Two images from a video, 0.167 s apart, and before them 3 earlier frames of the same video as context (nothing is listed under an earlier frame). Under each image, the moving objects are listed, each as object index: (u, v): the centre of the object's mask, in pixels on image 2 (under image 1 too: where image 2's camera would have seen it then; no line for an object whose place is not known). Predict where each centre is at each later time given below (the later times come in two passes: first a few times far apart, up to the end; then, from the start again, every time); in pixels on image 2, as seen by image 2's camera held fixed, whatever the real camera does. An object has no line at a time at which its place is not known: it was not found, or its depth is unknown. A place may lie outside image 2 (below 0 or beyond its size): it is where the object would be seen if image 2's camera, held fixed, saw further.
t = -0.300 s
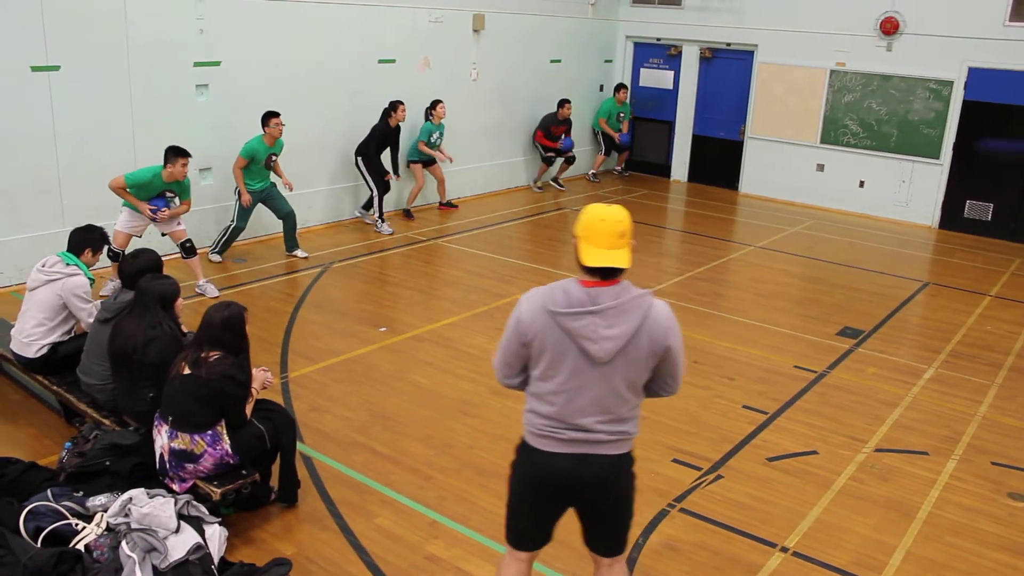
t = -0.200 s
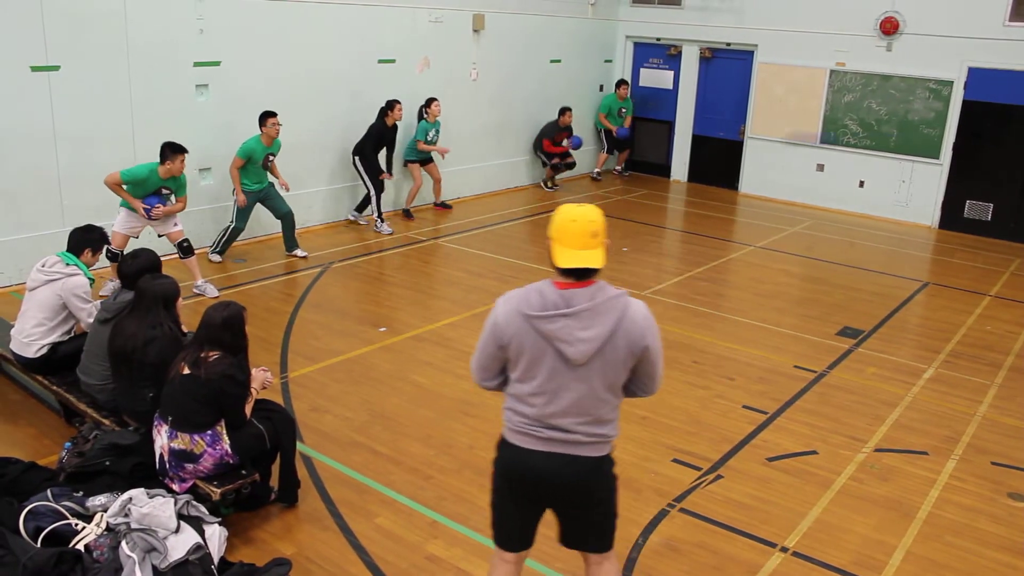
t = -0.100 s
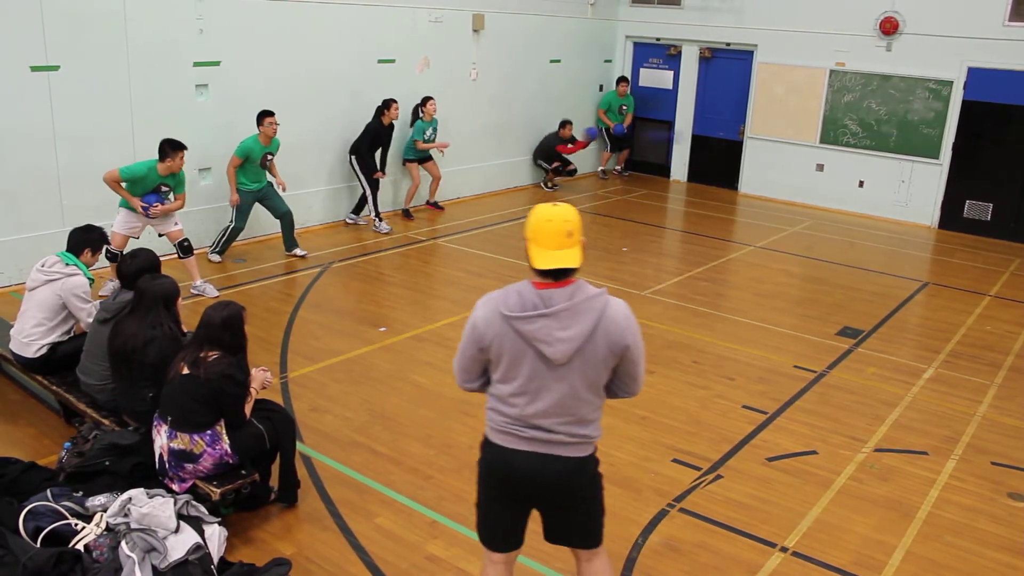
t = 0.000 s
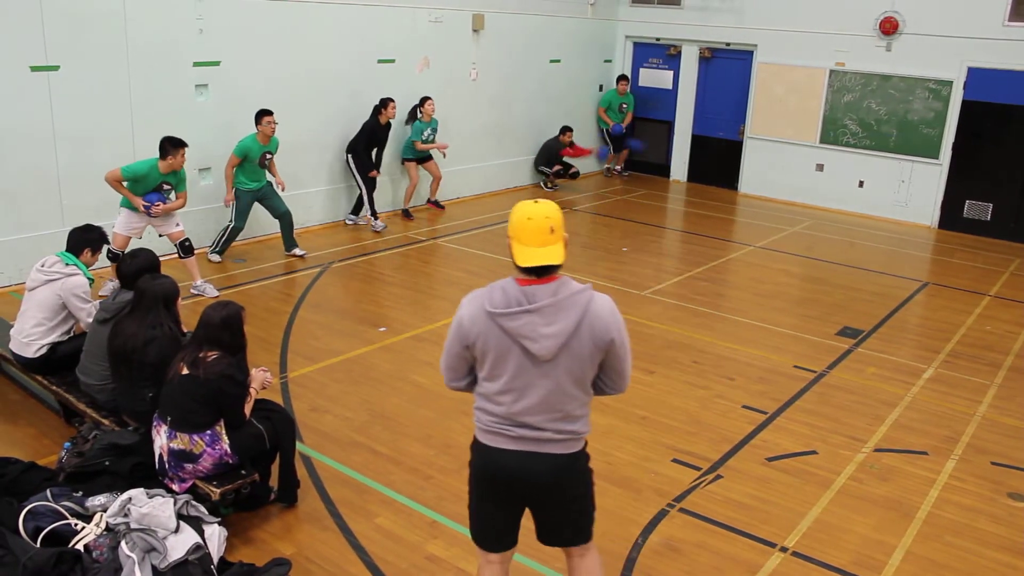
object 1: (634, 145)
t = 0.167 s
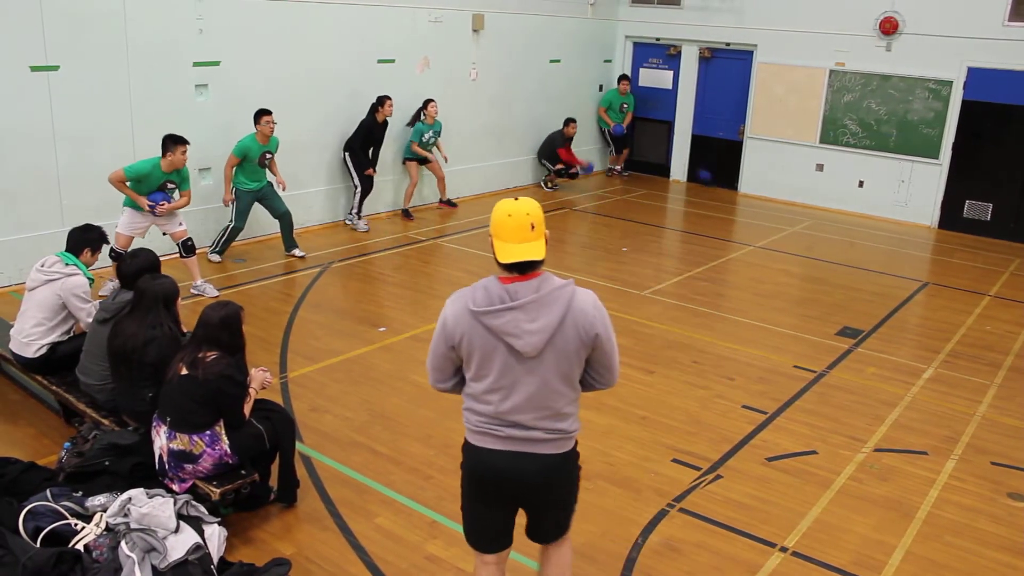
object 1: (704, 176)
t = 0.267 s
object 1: (714, 182)
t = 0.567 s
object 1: (719, 197)
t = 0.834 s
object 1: (727, 215)
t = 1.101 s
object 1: (736, 234)
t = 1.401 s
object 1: (750, 257)
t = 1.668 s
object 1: (764, 280)
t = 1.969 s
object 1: (782, 310)
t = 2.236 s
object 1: (801, 341)
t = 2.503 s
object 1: (822, 377)
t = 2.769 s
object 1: (847, 421)
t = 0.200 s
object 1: (712, 182)
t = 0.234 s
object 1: (713, 182)
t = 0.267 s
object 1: (714, 182)
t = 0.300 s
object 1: (715, 182)
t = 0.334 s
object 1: (715, 183)
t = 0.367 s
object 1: (716, 186)
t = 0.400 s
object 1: (716, 188)
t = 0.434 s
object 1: (717, 192)
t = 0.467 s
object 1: (718, 196)
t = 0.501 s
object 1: (718, 197)
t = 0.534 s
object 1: (719, 197)
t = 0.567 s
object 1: (719, 197)
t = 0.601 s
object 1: (721, 199)
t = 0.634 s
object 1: (721, 201)
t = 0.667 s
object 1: (723, 205)
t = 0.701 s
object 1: (723, 209)
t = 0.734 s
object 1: (724, 211)
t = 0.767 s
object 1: (725, 212)
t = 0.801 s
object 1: (726, 213)
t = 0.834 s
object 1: (727, 215)
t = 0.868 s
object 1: (728, 218)
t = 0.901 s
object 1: (729, 222)
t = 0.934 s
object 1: (730, 223)
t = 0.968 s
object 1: (731, 225)
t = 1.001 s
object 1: (733, 228)
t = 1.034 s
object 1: (734, 230)
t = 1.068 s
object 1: (735, 232)
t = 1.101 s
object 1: (736, 234)
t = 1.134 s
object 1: (738, 237)
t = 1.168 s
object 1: (739, 239)
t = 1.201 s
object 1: (741, 242)
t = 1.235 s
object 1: (742, 244)
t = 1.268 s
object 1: (744, 246)
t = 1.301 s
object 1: (745, 249)
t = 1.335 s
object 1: (747, 252)
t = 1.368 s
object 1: (748, 254)
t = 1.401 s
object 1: (750, 257)
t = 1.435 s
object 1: (751, 259)
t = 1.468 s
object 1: (753, 262)
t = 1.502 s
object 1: (755, 265)
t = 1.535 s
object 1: (756, 268)
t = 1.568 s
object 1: (758, 271)
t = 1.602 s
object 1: (760, 274)
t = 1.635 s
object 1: (762, 277)
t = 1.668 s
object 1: (764, 280)
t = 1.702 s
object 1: (766, 283)
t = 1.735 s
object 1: (768, 286)
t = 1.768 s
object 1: (769, 290)
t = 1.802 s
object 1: (771, 293)
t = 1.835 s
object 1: (773, 296)
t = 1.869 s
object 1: (775, 300)
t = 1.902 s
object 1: (778, 303)
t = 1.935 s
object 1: (780, 307)
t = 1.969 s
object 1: (782, 310)
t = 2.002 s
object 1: (784, 314)
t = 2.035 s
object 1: (786, 317)
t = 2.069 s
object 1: (789, 321)
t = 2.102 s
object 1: (791, 325)
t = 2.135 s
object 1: (793, 329)
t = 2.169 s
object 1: (796, 333)
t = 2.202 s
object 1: (798, 337)
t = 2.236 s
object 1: (801, 341)
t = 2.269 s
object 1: (803, 345)
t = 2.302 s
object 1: (806, 349)
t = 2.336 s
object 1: (808, 354)
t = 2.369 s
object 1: (811, 358)
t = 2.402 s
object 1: (814, 363)
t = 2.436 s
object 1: (817, 368)
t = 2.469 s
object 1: (819, 373)
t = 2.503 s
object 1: (822, 377)
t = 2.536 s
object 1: (825, 382)
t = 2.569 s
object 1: (828, 387)
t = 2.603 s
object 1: (831, 392)
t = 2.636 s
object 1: (834, 397)
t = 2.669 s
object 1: (837, 403)
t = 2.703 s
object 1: (840, 409)
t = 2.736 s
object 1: (844, 415)
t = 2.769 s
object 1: (847, 421)
